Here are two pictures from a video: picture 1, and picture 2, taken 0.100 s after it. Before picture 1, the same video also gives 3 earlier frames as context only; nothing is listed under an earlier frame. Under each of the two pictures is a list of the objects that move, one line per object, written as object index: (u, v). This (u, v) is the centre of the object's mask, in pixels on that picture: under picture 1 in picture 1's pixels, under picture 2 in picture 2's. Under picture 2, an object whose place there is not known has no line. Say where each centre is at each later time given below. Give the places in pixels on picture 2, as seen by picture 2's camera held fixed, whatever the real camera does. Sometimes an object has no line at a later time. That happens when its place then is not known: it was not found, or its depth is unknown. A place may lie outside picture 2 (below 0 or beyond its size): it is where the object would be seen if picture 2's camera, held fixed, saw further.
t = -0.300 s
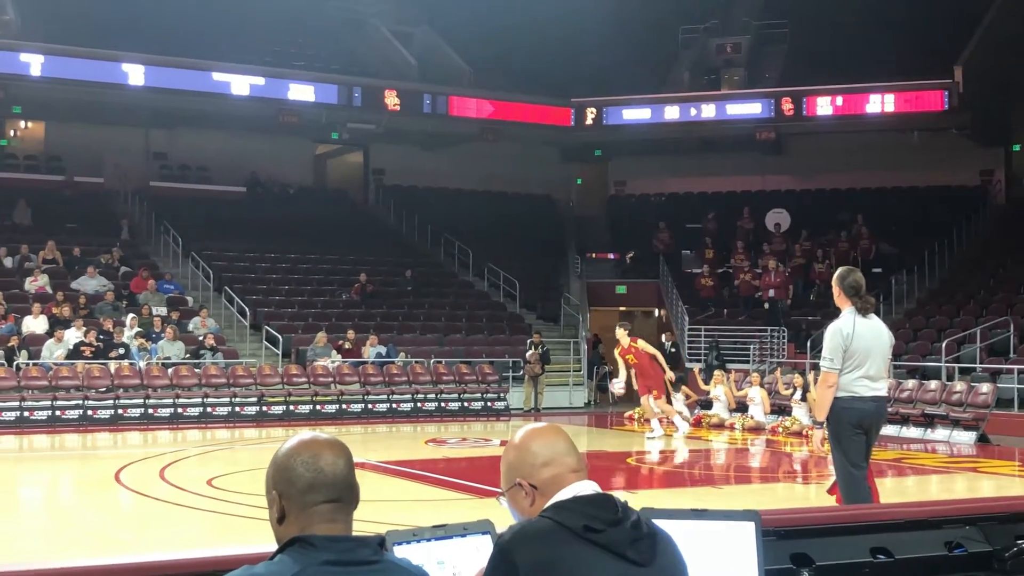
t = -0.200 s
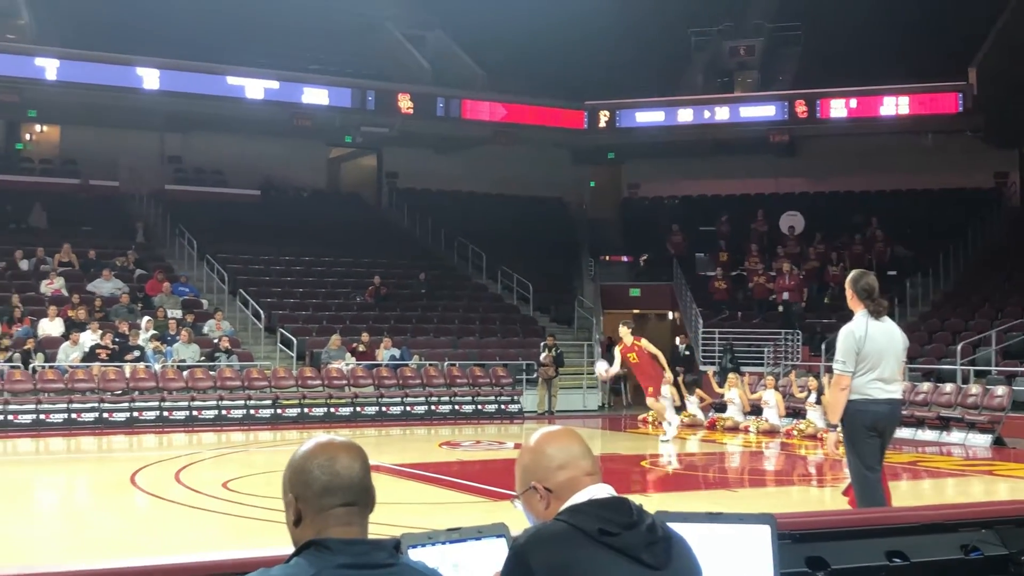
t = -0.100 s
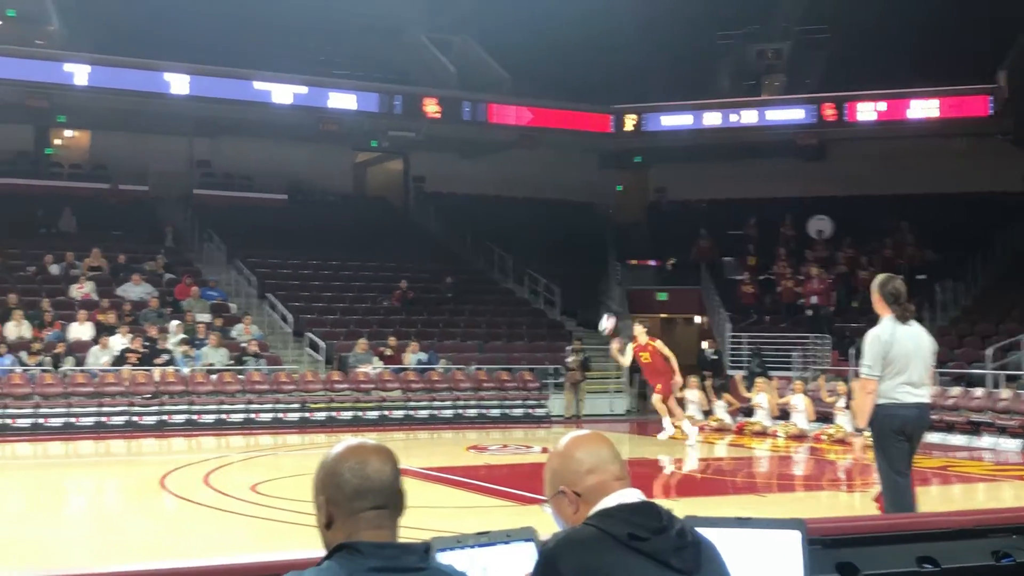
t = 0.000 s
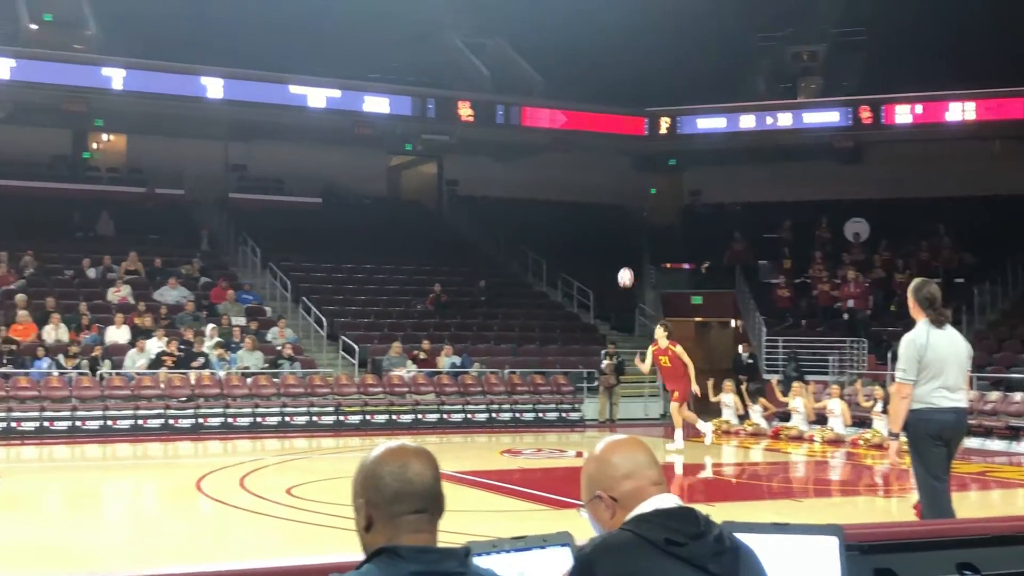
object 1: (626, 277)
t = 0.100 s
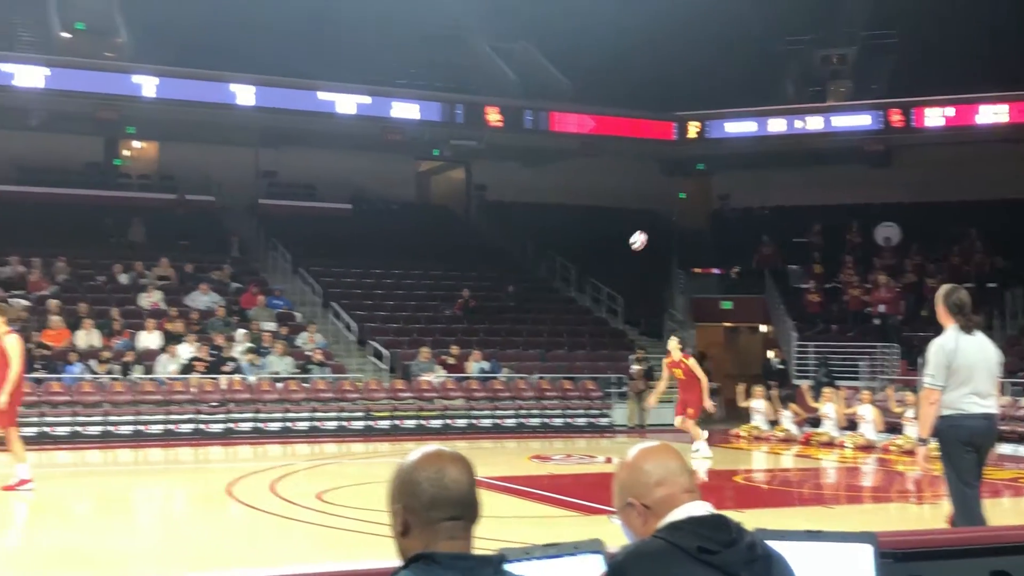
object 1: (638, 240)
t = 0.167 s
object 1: (634, 217)
